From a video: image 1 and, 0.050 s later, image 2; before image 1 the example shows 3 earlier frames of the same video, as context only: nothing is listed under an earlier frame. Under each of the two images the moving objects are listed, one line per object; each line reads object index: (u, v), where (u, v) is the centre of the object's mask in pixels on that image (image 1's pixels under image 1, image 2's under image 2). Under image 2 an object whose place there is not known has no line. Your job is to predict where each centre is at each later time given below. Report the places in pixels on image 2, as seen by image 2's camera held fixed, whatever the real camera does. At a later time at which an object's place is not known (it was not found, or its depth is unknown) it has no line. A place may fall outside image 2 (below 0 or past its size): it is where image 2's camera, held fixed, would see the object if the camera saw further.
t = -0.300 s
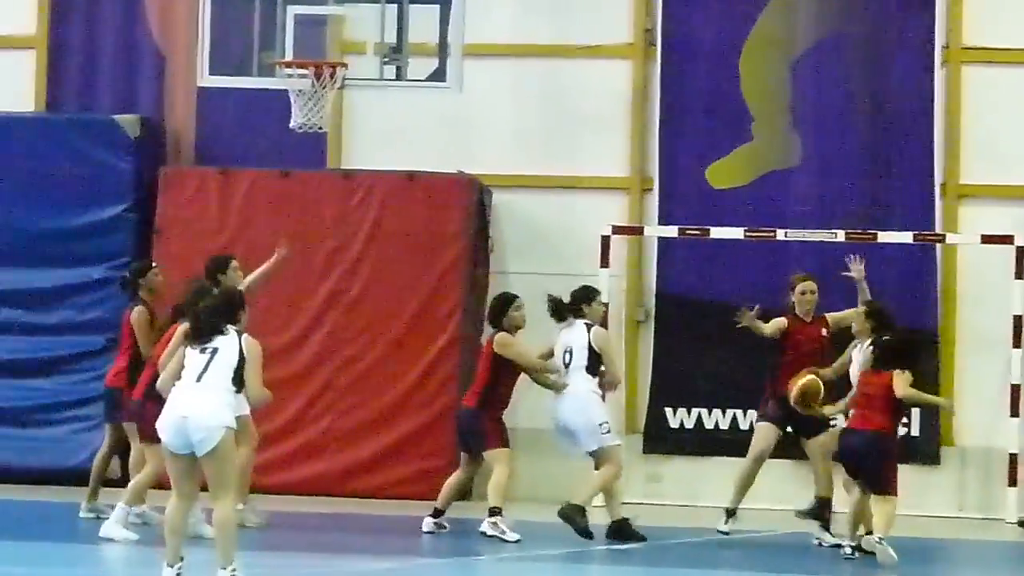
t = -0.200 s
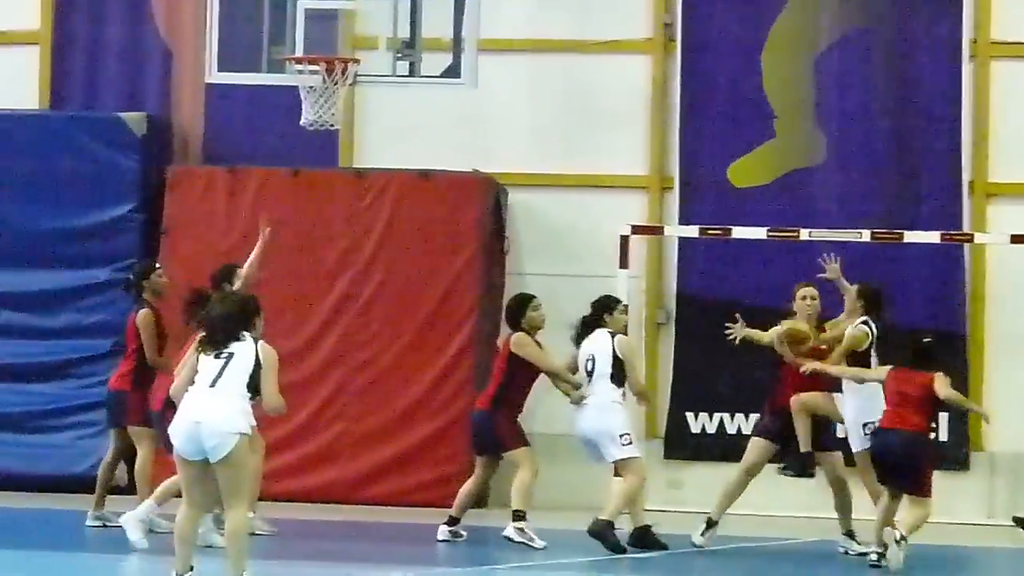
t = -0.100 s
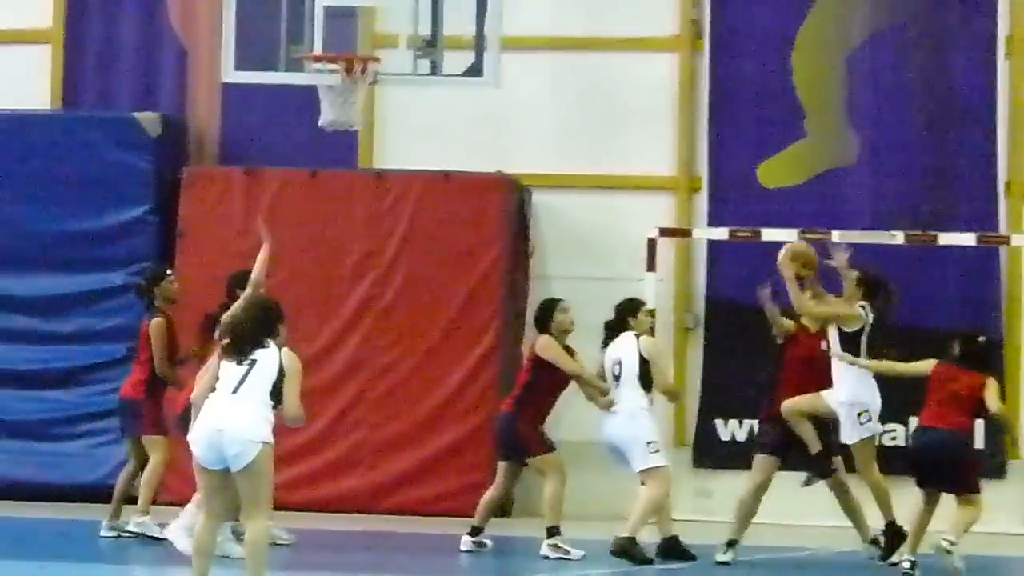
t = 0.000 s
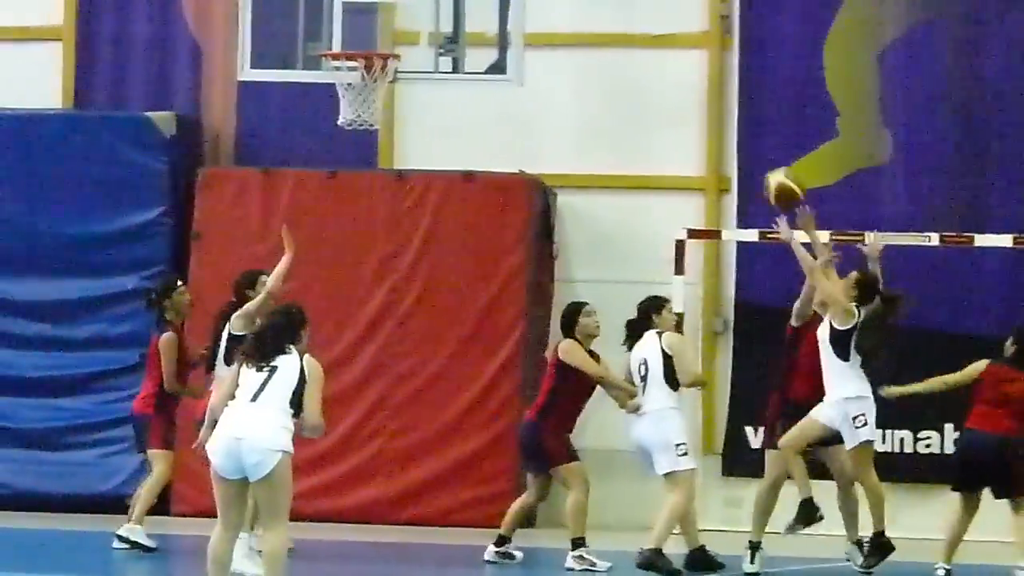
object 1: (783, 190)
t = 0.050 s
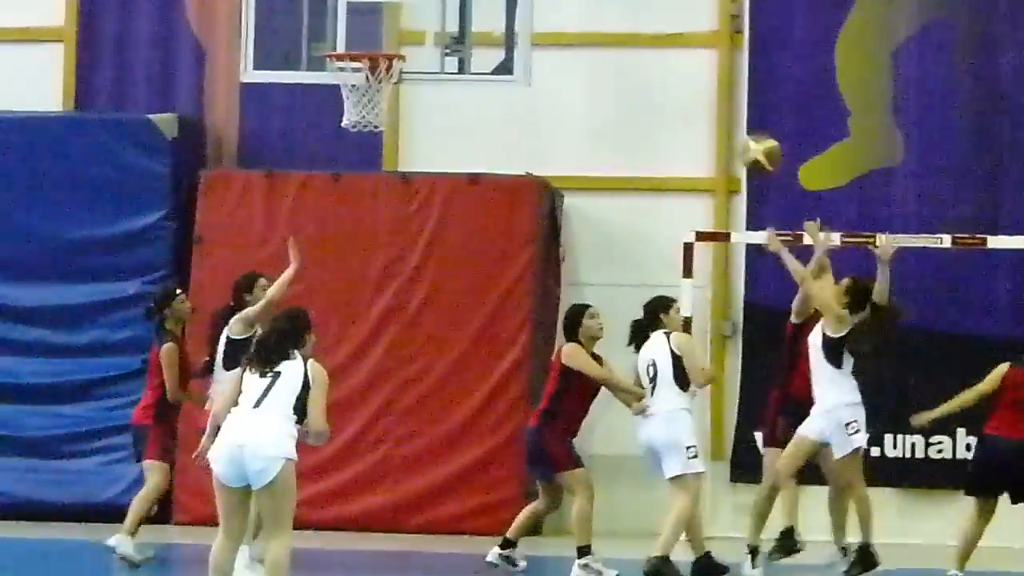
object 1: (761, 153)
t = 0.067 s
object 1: (750, 143)
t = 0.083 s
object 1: (739, 132)
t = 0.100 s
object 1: (726, 122)
